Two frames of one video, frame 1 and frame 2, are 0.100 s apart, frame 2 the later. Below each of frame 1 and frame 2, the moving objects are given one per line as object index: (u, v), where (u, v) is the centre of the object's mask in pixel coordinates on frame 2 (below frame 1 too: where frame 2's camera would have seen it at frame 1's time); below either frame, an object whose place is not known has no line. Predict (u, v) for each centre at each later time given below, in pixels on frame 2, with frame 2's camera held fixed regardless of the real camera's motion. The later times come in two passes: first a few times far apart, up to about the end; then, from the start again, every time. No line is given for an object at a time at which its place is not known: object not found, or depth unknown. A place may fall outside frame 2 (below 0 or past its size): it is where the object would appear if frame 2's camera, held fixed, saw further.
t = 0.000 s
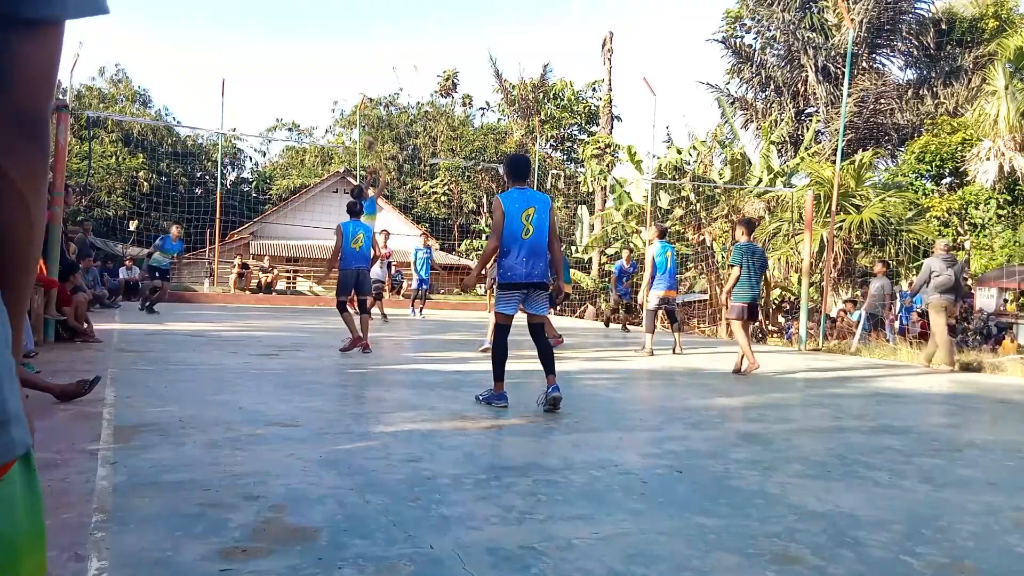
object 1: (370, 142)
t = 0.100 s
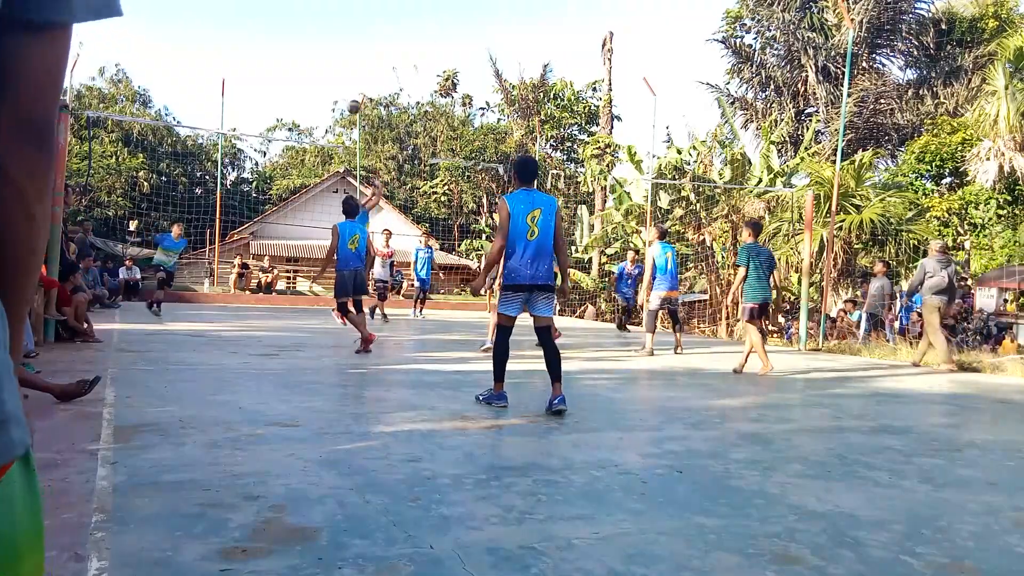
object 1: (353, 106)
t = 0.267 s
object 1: (327, 62)
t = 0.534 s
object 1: (284, 34)
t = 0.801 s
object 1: (239, 57)
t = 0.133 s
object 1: (349, 95)
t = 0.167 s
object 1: (343, 85)
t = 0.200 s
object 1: (338, 77)
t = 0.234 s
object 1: (333, 69)
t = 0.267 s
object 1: (327, 62)
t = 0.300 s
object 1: (323, 57)
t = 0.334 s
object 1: (318, 51)
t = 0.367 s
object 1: (312, 46)
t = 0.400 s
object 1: (306, 42)
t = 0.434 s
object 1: (301, 38)
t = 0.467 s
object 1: (296, 36)
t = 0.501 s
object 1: (290, 35)
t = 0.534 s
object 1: (284, 34)
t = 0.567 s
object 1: (278, 33)
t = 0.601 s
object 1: (273, 35)
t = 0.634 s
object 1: (268, 36)
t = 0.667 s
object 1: (262, 39)
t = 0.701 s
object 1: (256, 42)
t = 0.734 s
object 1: (251, 46)
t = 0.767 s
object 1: (245, 51)
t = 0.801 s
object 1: (239, 57)
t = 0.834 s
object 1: (233, 63)
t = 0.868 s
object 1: (227, 70)
